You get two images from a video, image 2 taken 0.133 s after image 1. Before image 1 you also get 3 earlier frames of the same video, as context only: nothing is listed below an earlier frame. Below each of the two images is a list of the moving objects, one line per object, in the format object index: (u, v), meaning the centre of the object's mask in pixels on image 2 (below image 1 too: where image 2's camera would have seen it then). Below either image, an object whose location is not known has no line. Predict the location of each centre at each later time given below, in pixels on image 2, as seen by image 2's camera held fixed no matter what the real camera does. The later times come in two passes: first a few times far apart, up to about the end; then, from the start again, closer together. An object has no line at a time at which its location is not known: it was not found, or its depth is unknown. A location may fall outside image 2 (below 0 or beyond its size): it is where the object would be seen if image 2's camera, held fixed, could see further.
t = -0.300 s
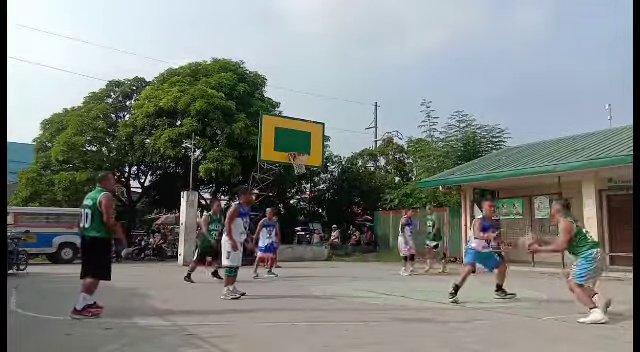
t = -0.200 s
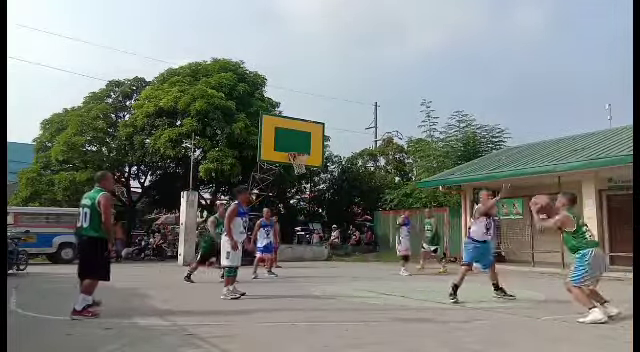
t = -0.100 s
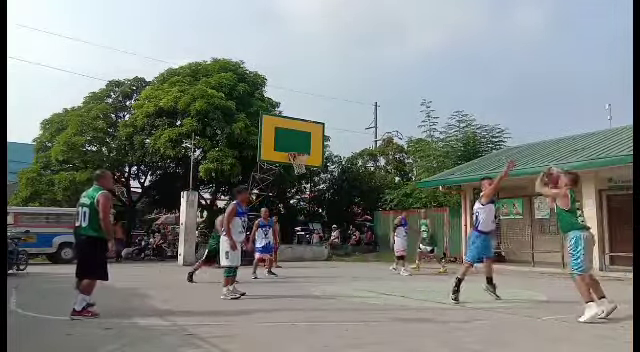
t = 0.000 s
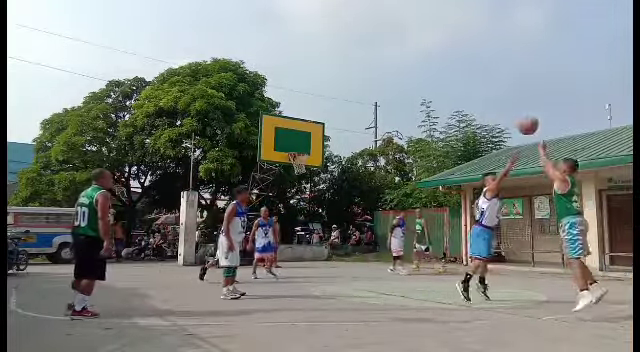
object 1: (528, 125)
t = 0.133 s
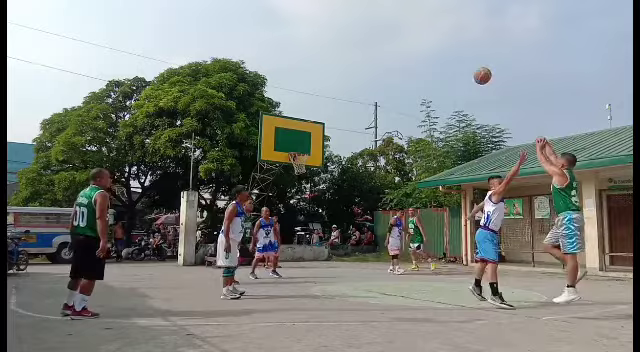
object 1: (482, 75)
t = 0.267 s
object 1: (446, 46)
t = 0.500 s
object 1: (395, 28)
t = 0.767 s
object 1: (351, 44)
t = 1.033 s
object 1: (317, 88)
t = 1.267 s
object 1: (291, 141)
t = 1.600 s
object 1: (298, 115)
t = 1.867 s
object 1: (309, 111)
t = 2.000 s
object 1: (315, 121)
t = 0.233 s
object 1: (455, 51)
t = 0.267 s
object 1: (446, 46)
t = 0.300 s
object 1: (437, 41)
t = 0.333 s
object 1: (429, 37)
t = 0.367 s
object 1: (422, 33)
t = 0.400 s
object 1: (415, 31)
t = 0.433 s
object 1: (408, 29)
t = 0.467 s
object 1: (401, 28)
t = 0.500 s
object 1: (395, 28)
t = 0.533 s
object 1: (389, 28)
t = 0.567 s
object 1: (382, 29)
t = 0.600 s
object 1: (377, 30)
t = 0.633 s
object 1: (371, 32)
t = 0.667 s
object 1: (366, 35)
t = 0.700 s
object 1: (361, 38)
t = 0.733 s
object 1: (356, 41)
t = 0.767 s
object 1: (351, 44)
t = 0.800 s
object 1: (346, 48)
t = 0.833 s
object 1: (341, 53)
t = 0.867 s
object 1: (337, 58)
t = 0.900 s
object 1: (333, 63)
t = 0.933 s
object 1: (329, 69)
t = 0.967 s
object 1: (325, 75)
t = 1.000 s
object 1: (321, 81)
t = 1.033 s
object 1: (317, 88)
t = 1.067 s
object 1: (313, 95)
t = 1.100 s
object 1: (309, 102)
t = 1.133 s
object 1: (306, 109)
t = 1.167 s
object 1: (303, 116)
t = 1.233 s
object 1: (295, 134)
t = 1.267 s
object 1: (291, 141)
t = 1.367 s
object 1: (289, 139)
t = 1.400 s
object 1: (290, 135)
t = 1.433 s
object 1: (291, 134)
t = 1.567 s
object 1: (297, 117)
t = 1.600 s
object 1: (298, 115)
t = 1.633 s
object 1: (300, 113)
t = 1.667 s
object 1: (301, 111)
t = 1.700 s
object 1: (302, 110)
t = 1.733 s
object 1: (304, 109)
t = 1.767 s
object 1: (305, 109)
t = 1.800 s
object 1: (306, 109)
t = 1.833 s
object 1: (308, 110)
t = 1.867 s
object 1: (309, 111)
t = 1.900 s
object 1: (311, 113)
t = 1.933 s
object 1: (312, 115)
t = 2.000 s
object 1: (315, 121)
